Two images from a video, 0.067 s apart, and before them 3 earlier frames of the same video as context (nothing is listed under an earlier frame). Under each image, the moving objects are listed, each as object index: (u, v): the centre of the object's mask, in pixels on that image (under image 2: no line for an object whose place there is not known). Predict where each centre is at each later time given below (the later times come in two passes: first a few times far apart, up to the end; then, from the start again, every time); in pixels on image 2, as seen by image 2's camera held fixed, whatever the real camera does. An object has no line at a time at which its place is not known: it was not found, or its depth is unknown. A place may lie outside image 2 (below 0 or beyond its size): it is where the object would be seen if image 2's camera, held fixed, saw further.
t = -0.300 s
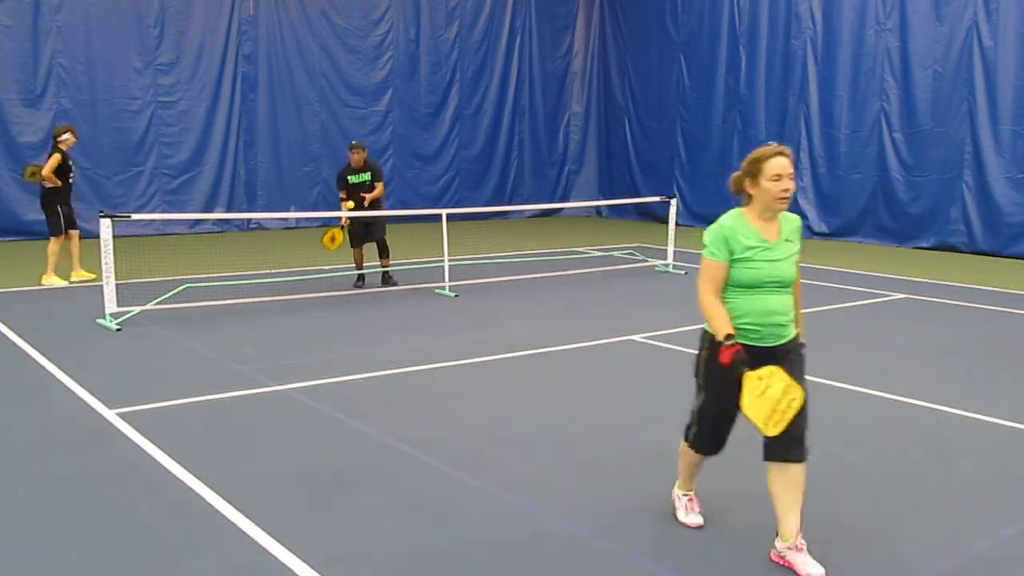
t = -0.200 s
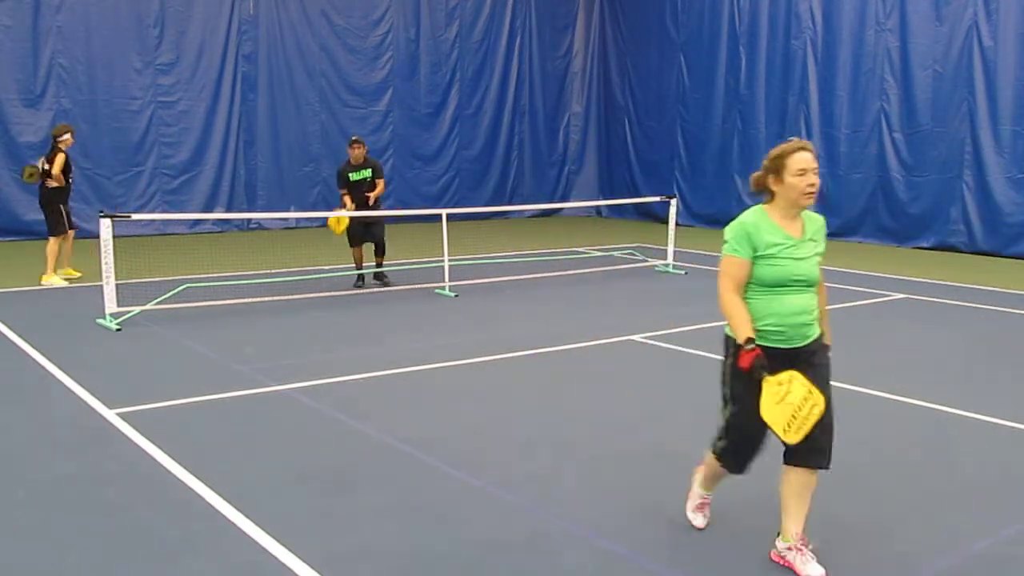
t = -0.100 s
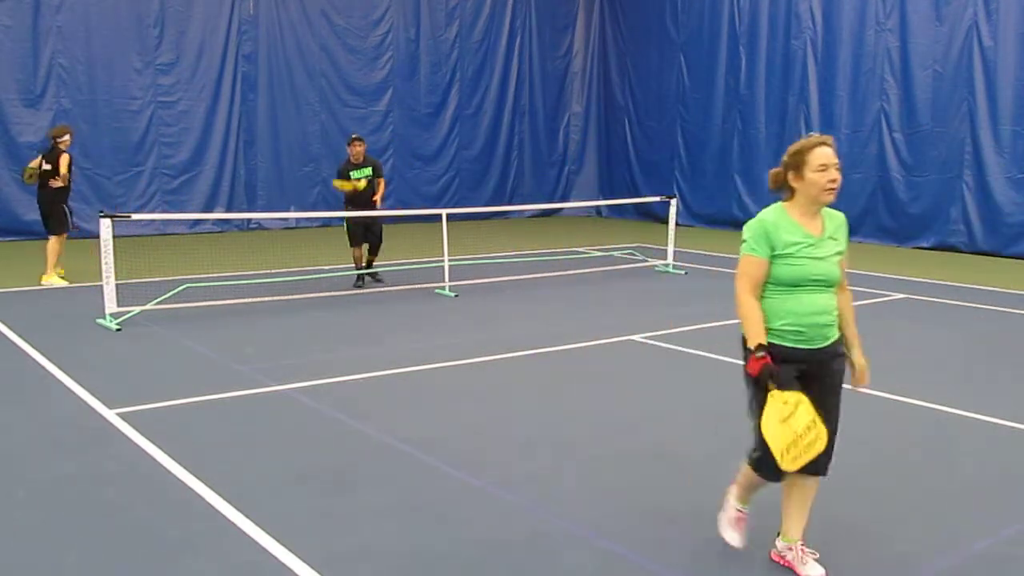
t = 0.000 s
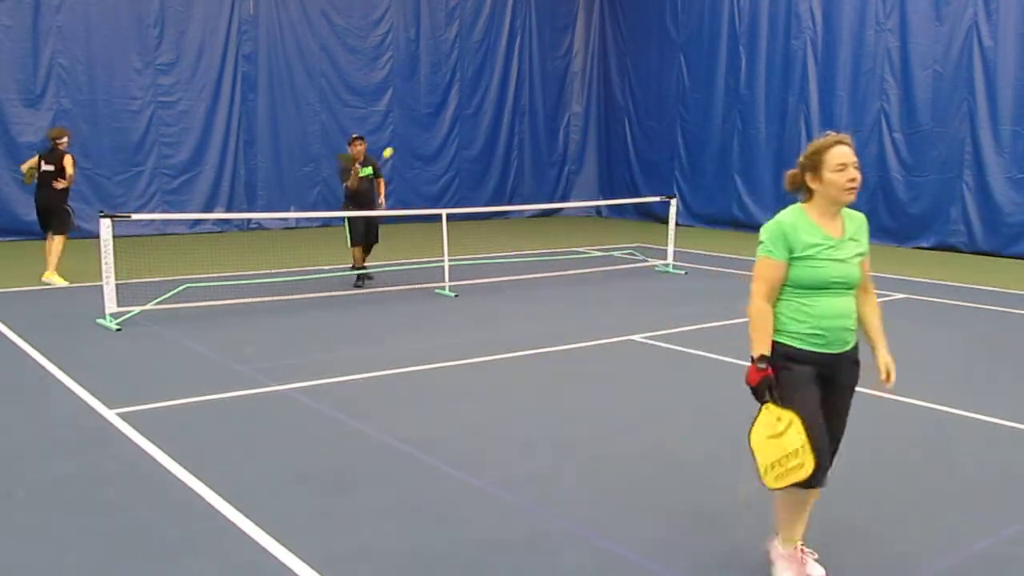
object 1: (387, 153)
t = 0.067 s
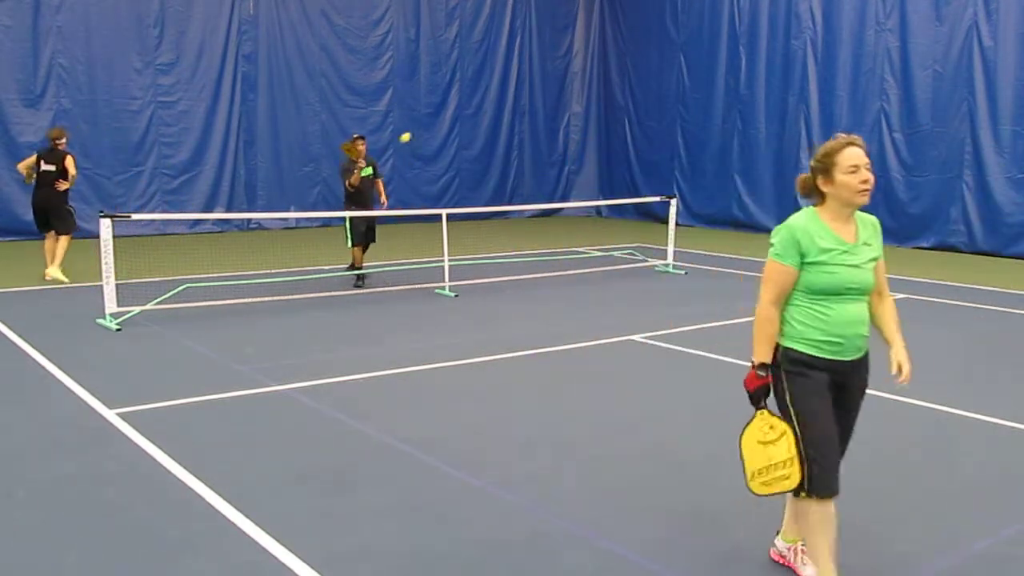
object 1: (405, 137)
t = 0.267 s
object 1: (465, 118)
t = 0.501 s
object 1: (542, 162)
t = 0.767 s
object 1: (640, 314)
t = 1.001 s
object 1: (721, 315)
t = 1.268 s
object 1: (817, 302)
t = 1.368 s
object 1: (856, 331)
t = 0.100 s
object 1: (414, 131)
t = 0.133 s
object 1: (424, 126)
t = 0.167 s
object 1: (434, 122)
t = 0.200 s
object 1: (443, 120)
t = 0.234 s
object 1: (454, 119)
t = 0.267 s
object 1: (465, 118)
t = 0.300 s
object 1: (474, 120)
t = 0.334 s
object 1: (485, 123)
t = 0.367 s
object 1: (496, 128)
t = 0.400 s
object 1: (507, 134)
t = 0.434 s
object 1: (518, 142)
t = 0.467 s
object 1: (530, 151)
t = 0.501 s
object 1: (542, 162)
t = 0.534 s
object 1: (553, 174)
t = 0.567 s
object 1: (566, 189)
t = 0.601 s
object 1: (578, 205)
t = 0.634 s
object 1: (590, 223)
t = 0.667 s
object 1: (602, 242)
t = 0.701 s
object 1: (615, 264)
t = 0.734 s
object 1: (628, 289)
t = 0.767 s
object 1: (640, 314)
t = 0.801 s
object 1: (653, 343)
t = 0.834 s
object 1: (665, 370)
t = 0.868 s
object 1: (677, 361)
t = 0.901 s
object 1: (687, 348)
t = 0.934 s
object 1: (698, 336)
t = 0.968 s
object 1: (710, 324)
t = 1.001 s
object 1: (721, 315)
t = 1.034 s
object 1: (732, 307)
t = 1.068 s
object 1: (744, 301)
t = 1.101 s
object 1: (756, 297)
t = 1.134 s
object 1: (768, 294)
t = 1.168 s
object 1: (780, 294)
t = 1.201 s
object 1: (792, 295)
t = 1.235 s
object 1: (805, 297)
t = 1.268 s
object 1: (817, 302)
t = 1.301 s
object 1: (830, 310)
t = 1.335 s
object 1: (844, 319)
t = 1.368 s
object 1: (856, 331)
